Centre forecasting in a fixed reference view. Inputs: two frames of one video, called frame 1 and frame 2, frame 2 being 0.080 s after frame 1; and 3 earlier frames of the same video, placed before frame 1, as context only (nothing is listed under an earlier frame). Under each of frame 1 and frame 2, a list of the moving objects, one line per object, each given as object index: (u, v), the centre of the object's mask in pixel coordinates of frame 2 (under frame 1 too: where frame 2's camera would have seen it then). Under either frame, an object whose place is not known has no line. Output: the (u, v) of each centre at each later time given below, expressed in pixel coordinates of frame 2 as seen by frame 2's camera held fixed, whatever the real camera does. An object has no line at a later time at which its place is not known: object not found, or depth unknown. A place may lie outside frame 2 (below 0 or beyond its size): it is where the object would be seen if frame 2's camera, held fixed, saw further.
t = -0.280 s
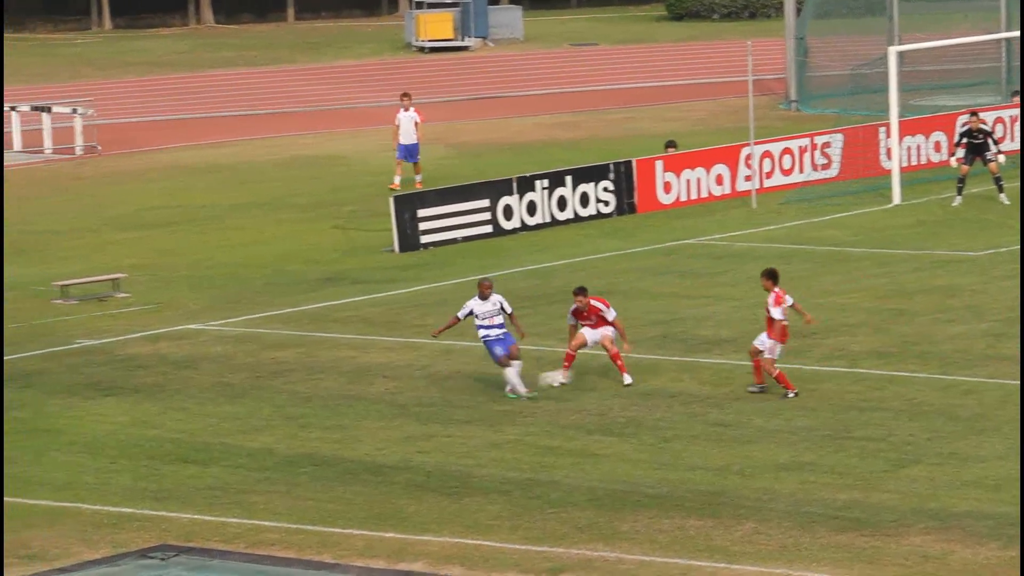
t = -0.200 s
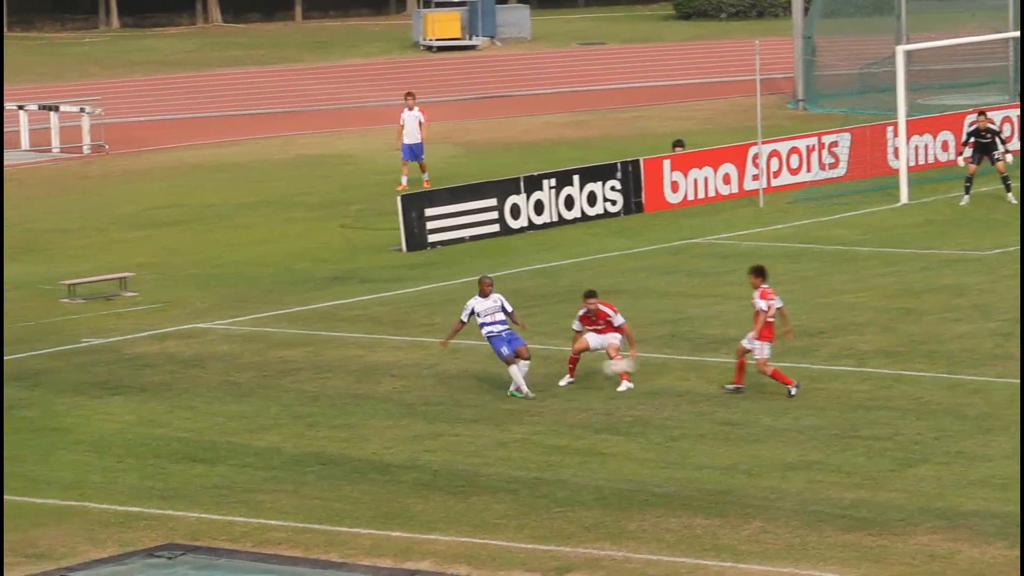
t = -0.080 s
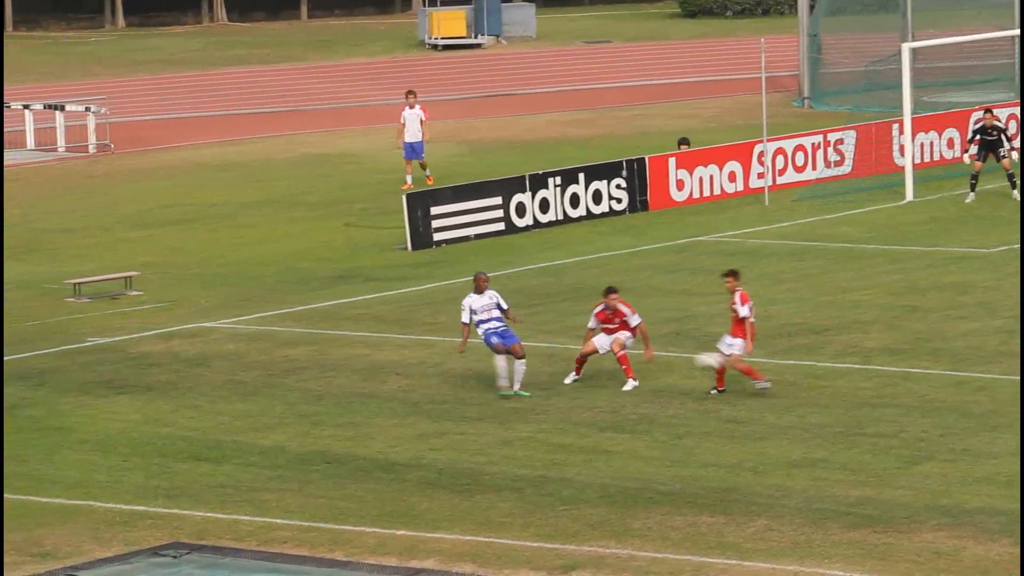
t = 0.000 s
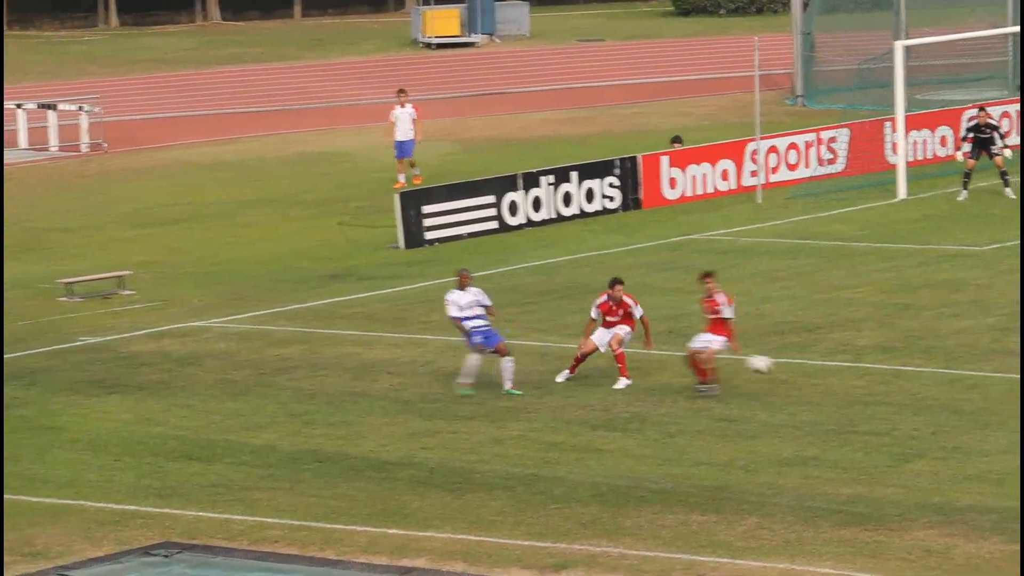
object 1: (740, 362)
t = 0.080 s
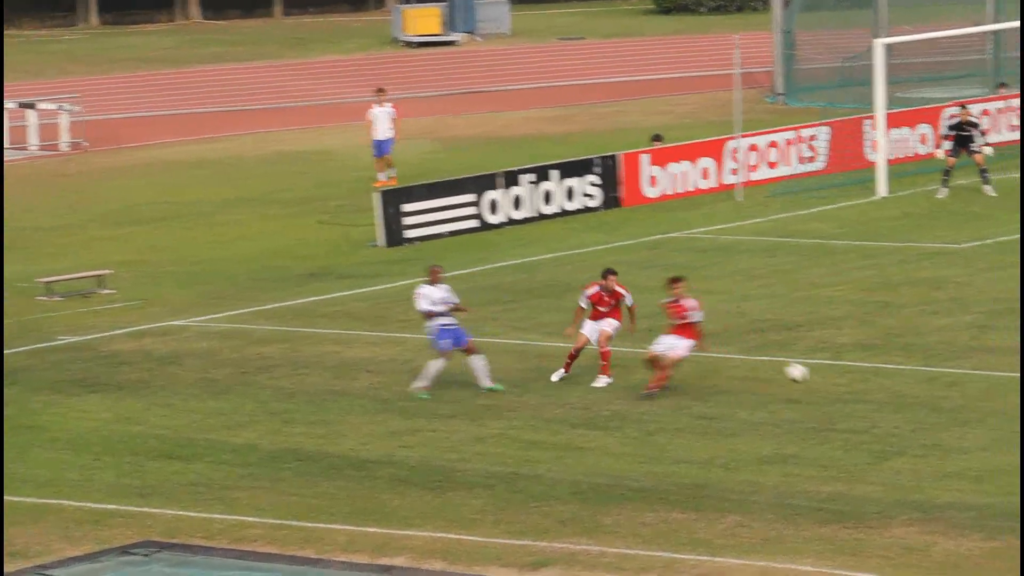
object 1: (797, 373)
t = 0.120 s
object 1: (826, 380)
